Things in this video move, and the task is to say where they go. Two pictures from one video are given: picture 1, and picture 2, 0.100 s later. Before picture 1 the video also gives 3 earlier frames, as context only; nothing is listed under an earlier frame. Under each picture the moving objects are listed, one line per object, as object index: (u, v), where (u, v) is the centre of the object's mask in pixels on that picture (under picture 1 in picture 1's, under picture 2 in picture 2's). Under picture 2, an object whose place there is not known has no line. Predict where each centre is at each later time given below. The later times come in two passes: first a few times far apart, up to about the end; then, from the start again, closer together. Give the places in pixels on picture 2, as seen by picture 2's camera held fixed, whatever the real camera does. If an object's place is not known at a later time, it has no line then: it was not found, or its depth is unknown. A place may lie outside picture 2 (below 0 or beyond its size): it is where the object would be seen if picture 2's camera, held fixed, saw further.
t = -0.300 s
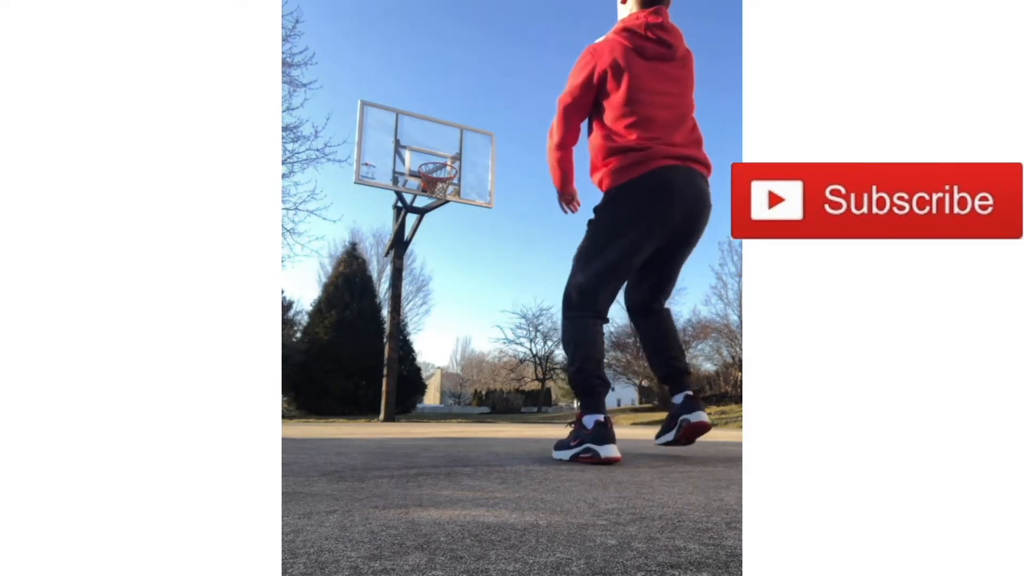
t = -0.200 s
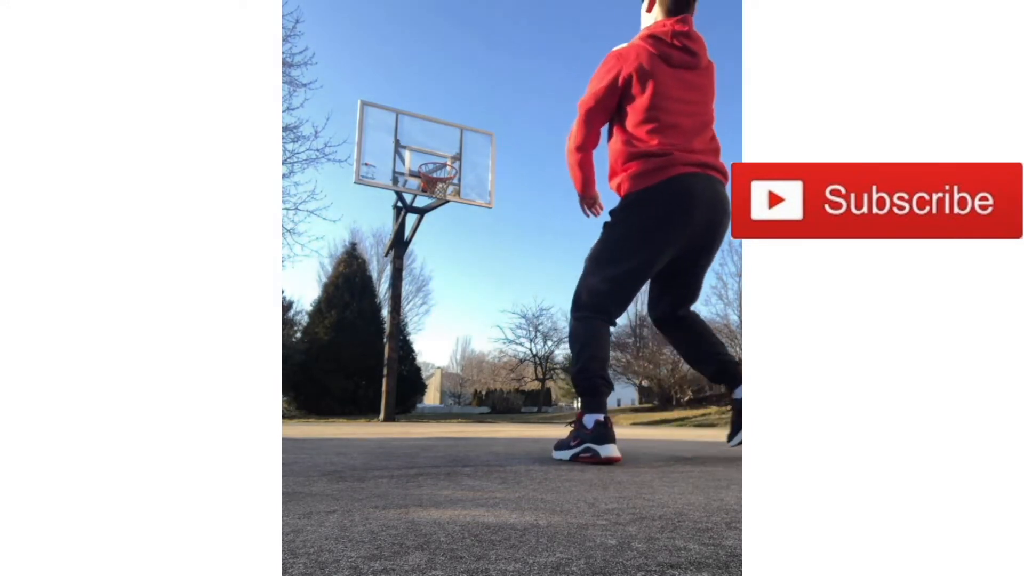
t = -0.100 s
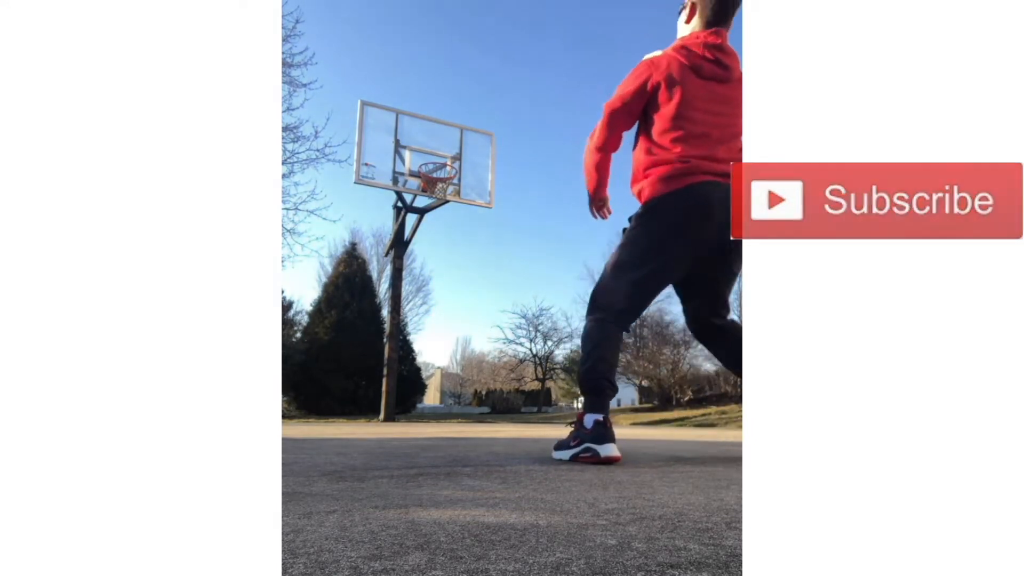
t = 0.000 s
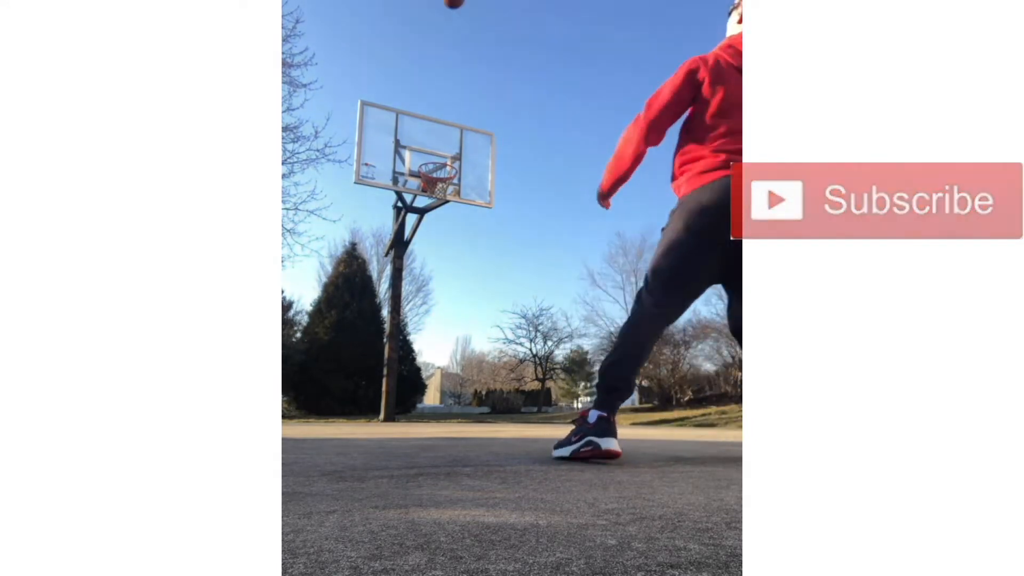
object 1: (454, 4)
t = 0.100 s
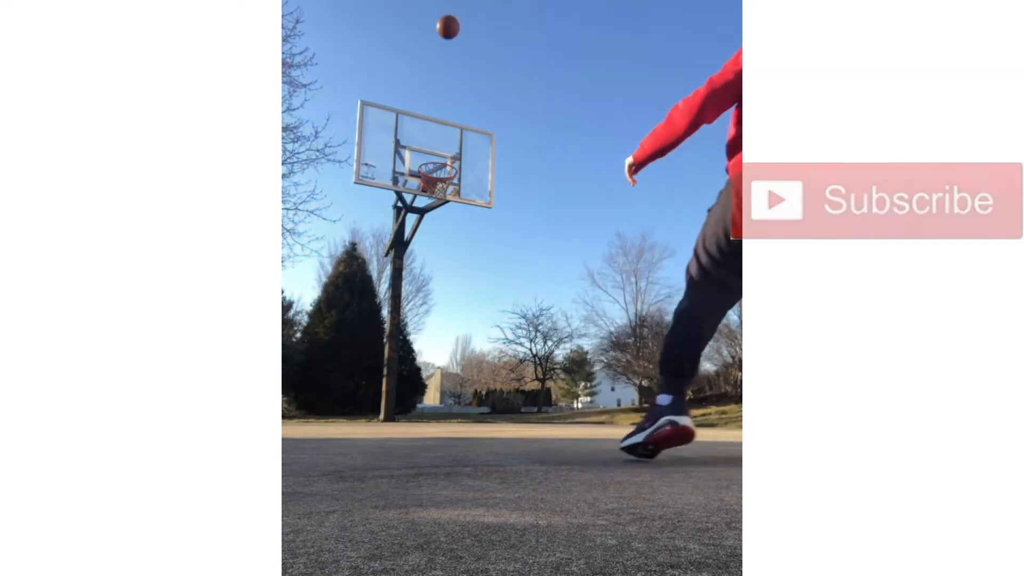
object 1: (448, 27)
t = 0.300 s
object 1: (439, 103)
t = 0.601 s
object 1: (439, 180)
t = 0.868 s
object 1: (436, 188)
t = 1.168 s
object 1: (437, 235)
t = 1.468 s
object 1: (436, 348)
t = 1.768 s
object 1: (440, 353)
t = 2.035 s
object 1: (444, 309)
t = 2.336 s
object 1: (446, 324)
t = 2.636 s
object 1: (445, 407)
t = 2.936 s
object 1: (451, 361)
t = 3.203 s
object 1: (454, 364)
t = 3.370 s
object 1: (454, 391)
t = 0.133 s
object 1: (447, 38)
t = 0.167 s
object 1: (445, 50)
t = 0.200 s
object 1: (444, 63)
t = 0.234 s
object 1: (442, 76)
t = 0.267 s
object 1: (441, 89)
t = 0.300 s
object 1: (439, 103)
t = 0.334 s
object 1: (438, 117)
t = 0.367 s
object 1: (436, 132)
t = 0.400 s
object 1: (435, 147)
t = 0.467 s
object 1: (435, 165)
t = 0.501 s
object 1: (436, 172)
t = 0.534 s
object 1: (438, 179)
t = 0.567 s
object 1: (438, 179)
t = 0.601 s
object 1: (439, 180)
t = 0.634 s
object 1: (441, 183)
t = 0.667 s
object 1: (440, 185)
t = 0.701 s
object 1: (438, 184)
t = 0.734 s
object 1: (438, 184)
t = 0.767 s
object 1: (437, 184)
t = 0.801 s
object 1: (437, 184)
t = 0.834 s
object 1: (437, 186)
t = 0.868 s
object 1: (436, 188)
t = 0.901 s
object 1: (436, 190)
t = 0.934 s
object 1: (437, 195)
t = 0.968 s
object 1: (437, 199)
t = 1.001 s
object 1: (437, 203)
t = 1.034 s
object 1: (437, 207)
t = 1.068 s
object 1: (437, 213)
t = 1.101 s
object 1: (437, 219)
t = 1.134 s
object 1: (437, 227)
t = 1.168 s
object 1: (437, 235)
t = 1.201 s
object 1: (437, 244)
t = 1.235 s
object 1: (437, 254)
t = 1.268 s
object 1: (437, 265)
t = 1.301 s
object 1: (437, 277)
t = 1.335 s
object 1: (437, 289)
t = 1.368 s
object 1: (437, 302)
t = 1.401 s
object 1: (437, 317)
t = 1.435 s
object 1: (437, 332)
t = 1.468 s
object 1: (436, 348)
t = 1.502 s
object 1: (436, 365)
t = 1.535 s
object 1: (436, 383)
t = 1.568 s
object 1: (436, 402)
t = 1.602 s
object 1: (435, 411)
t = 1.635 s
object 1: (437, 397)
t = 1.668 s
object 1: (438, 385)
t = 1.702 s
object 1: (438, 373)
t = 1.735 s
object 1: (439, 362)
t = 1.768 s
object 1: (440, 353)
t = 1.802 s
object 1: (440, 344)
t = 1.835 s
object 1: (441, 336)
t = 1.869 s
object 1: (442, 329)
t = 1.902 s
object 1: (442, 324)
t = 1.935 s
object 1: (443, 319)
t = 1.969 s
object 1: (443, 314)
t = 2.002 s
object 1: (444, 311)
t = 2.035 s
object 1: (444, 309)
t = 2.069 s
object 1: (444, 307)
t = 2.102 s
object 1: (445, 307)
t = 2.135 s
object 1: (445, 307)
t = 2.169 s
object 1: (445, 308)
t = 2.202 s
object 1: (445, 309)
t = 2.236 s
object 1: (445, 312)
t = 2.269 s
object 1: (446, 315)
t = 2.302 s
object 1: (446, 319)
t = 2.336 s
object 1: (446, 324)
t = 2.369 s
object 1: (446, 330)
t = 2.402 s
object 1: (446, 337)
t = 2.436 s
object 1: (446, 344)
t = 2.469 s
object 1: (446, 353)
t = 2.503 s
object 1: (446, 362)
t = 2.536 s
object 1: (446, 372)
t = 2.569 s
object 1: (446, 383)
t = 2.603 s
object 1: (446, 395)
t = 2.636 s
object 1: (445, 407)
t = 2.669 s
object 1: (445, 411)
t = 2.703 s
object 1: (446, 402)
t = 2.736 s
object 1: (447, 394)
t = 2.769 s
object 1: (449, 386)
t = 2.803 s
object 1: (449, 380)
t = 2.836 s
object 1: (449, 373)
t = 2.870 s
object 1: (450, 368)
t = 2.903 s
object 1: (450, 364)
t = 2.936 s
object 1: (451, 361)
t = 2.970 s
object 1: (451, 358)
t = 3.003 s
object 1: (452, 357)
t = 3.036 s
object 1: (452, 356)
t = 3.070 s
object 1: (452, 356)
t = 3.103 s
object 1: (453, 357)
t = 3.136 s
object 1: (453, 358)
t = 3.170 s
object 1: (453, 360)
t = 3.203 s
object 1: (454, 364)
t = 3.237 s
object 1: (454, 368)
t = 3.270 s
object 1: (455, 373)
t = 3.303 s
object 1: (455, 378)
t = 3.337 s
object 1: (455, 384)
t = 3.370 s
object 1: (454, 391)
